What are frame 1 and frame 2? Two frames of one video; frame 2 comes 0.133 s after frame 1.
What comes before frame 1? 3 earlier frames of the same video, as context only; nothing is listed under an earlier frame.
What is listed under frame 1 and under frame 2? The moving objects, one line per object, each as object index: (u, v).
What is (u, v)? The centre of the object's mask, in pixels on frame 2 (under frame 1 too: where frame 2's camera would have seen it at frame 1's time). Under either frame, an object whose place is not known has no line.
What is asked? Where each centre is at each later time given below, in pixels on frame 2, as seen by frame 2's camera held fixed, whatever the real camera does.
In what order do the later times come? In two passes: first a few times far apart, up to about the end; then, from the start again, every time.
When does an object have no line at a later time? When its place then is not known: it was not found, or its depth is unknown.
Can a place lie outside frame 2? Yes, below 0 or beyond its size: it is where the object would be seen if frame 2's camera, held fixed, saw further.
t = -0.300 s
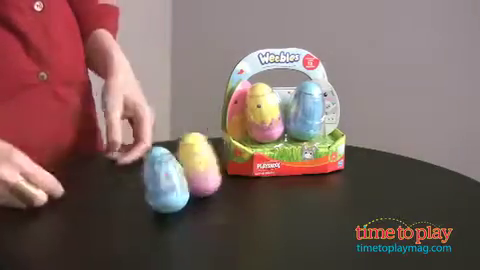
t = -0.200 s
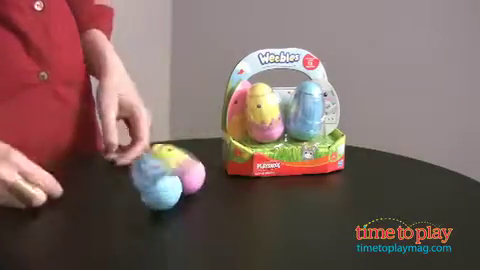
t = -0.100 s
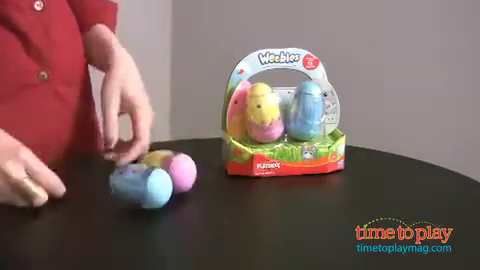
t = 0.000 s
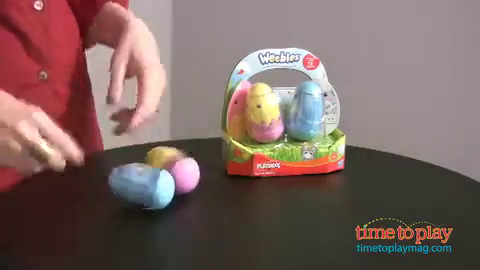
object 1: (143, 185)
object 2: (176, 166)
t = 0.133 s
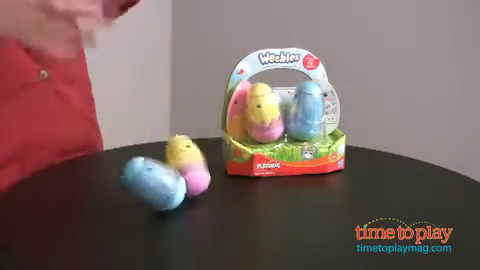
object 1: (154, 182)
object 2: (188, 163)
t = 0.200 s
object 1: (166, 182)
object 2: (198, 163)
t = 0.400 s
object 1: (189, 184)
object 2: (225, 170)
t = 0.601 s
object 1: (180, 177)
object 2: (214, 165)
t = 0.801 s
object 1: (163, 176)
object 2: (189, 160)
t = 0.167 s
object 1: (160, 181)
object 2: (193, 163)
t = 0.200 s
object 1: (166, 182)
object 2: (198, 163)
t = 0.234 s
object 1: (170, 183)
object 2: (204, 164)
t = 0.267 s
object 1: (176, 183)
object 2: (209, 166)
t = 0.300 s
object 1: (179, 184)
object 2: (214, 167)
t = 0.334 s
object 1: (184, 184)
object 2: (219, 169)
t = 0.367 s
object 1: (187, 184)
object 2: (222, 170)
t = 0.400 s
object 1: (189, 184)
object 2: (225, 170)
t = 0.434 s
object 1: (190, 183)
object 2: (226, 170)
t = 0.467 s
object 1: (190, 182)
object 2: (226, 169)
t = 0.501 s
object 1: (189, 181)
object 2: (225, 169)
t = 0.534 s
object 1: (186, 180)
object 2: (222, 168)
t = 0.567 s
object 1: (183, 178)
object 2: (218, 166)
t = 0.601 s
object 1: (180, 177)
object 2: (214, 165)
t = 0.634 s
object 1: (176, 176)
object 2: (209, 163)
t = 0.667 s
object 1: (172, 175)
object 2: (204, 161)
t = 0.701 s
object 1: (169, 175)
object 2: (199, 161)
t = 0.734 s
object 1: (166, 175)
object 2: (195, 160)
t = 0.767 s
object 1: (164, 175)
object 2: (191, 160)
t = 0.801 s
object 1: (163, 176)
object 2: (189, 160)
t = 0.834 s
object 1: (163, 176)
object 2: (187, 160)
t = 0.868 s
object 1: (163, 176)
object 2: (186, 159)
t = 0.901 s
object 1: (164, 176)
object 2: (187, 160)
